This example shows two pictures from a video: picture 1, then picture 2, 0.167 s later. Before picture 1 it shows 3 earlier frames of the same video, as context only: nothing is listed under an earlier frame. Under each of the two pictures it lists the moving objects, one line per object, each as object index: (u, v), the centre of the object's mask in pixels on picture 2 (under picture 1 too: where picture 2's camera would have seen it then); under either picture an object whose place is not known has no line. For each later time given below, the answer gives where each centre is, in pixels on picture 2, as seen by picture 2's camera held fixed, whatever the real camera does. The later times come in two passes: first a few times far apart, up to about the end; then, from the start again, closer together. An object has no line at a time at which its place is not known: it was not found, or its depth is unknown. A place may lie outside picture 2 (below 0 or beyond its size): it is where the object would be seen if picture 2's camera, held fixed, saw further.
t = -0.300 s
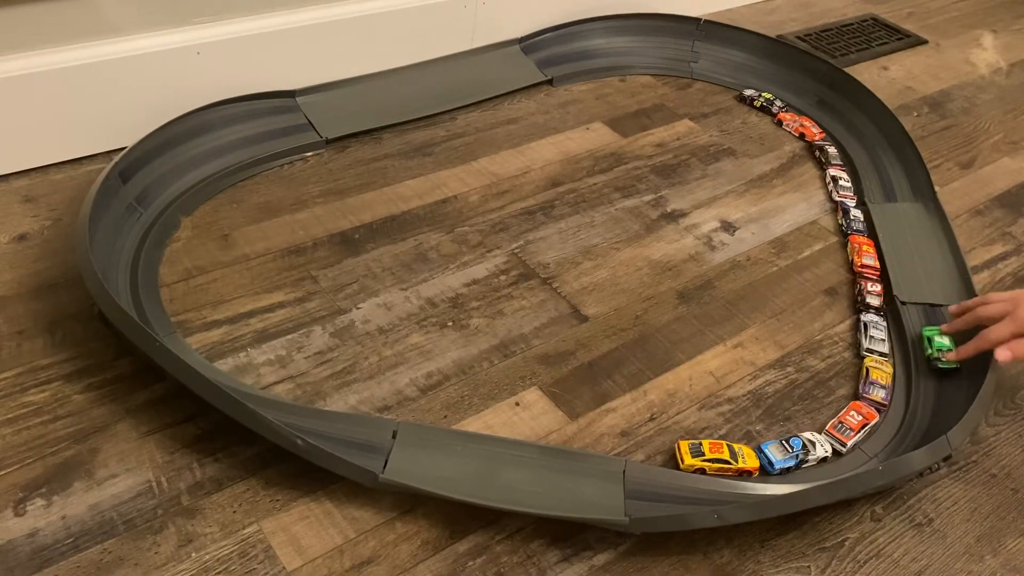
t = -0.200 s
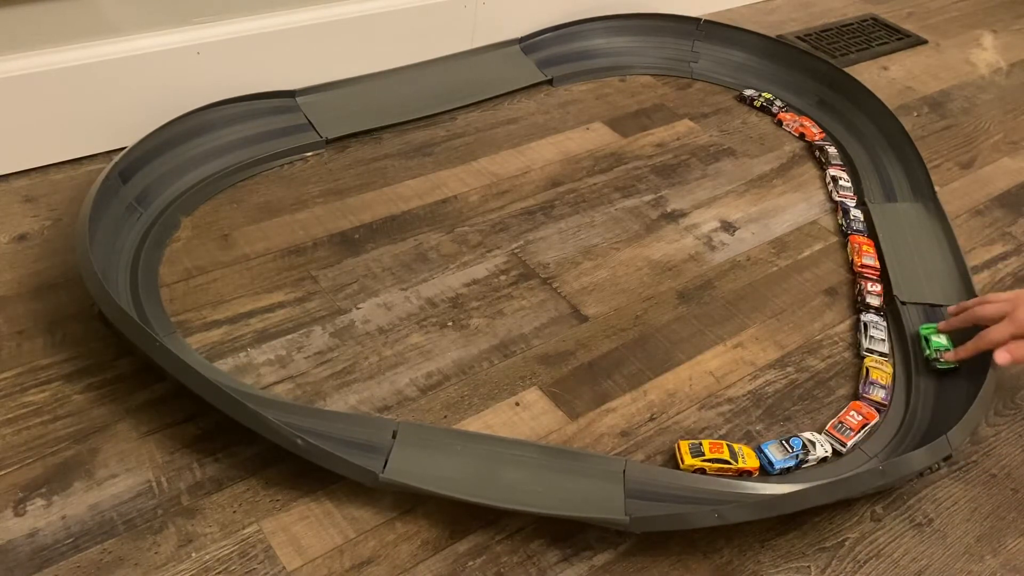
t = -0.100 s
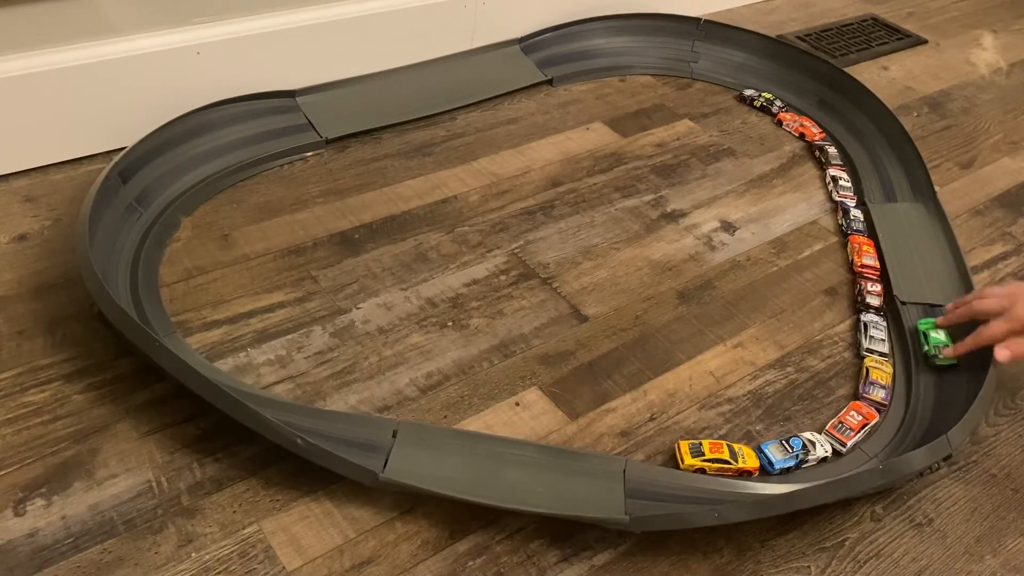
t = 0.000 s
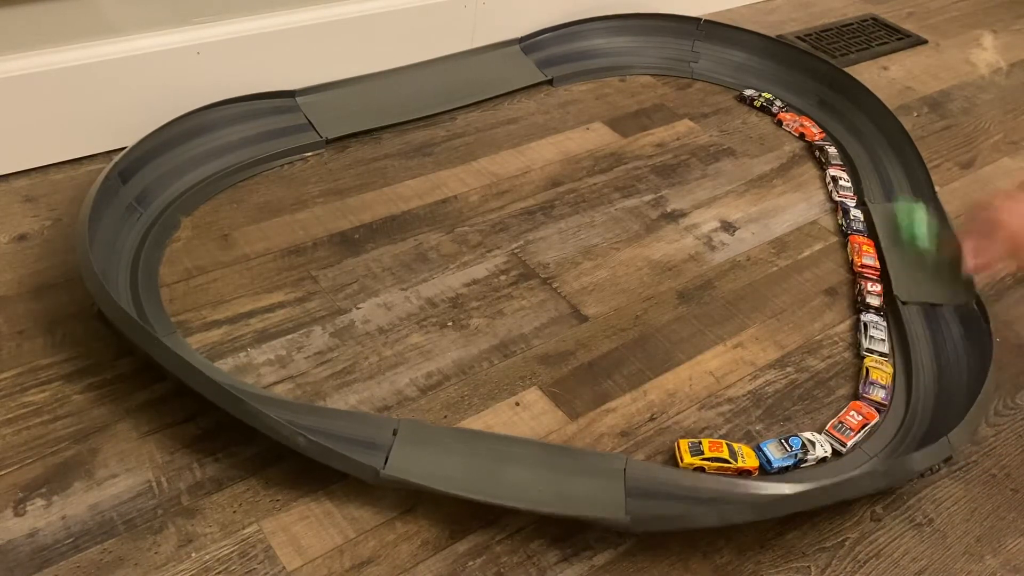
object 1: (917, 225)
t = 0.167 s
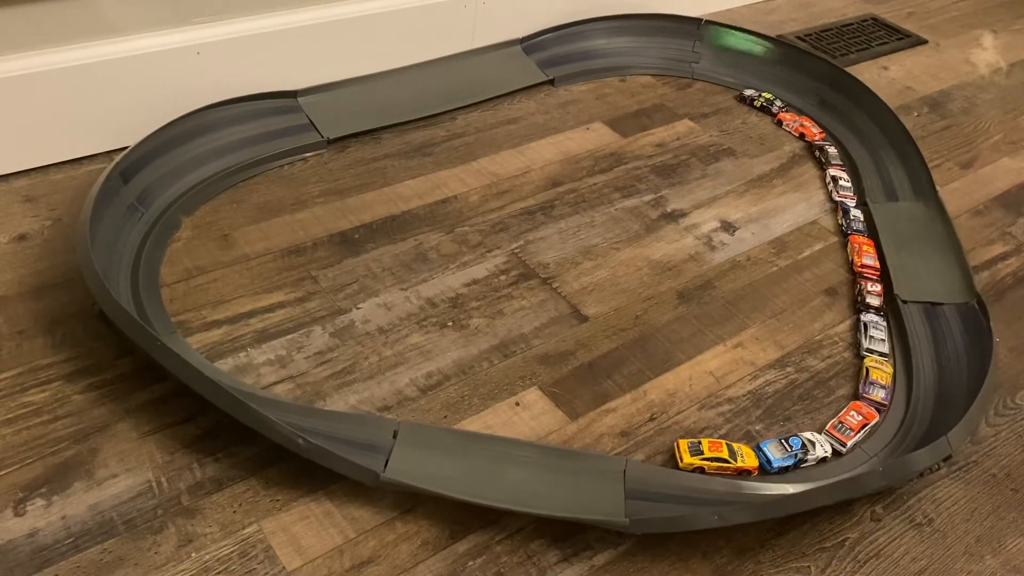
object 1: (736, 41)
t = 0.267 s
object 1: (577, 33)
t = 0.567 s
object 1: (178, 176)
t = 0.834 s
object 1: (305, 422)
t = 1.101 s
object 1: (654, 498)
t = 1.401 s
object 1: (857, 463)
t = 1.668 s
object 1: (909, 395)
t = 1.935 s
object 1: (904, 376)
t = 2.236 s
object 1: (904, 376)
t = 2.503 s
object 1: (904, 376)
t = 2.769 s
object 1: (904, 376)
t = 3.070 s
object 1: (904, 376)
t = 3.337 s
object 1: (904, 376)
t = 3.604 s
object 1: (904, 376)
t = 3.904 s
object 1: (904, 376)
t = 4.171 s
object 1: (904, 376)
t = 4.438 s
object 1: (904, 376)
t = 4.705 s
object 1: (904, 376)
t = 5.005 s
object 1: (904, 376)
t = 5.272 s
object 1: (904, 376)
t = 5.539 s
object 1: (904, 376)
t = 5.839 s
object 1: (904, 376)
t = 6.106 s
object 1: (904, 376)
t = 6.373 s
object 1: (904, 376)
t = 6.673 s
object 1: (904, 376)
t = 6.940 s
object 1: (904, 376)
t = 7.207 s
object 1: (904, 376)
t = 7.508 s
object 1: (904, 376)
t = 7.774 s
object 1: (904, 376)
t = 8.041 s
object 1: (904, 376)
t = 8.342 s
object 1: (904, 376)
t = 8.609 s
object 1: (904, 376)
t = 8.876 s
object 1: (904, 376)
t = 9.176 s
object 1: (904, 376)
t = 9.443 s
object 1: (904, 376)
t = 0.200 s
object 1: (681, 30)
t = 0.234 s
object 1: (630, 28)
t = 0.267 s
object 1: (577, 33)
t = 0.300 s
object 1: (532, 46)
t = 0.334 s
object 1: (492, 57)
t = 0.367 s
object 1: (451, 72)
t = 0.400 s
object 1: (410, 89)
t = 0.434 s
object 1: (369, 107)
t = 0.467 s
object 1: (325, 123)
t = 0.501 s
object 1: (278, 135)
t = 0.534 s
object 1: (225, 151)
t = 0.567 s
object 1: (178, 176)
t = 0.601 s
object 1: (146, 204)
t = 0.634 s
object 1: (126, 239)
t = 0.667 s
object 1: (120, 273)
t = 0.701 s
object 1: (130, 299)
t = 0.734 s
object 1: (159, 332)
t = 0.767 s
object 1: (200, 363)
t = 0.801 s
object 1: (257, 399)
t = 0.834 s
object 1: (305, 422)
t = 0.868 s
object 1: (354, 440)
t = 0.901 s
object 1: (407, 455)
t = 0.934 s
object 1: (454, 464)
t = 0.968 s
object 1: (500, 473)
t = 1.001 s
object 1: (544, 485)
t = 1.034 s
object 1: (584, 492)
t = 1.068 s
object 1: (622, 497)
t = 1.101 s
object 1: (654, 498)
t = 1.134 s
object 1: (688, 497)
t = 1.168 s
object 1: (714, 495)
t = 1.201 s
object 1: (739, 493)
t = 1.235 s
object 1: (763, 489)
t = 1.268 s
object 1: (784, 485)
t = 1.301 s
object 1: (799, 480)
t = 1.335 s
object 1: (816, 477)
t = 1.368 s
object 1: (840, 470)
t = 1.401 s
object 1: (857, 463)
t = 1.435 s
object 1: (870, 456)
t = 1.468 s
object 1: (880, 448)
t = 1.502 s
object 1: (890, 440)
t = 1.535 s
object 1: (897, 430)
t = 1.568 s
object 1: (903, 420)
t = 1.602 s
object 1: (908, 410)
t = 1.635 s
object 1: (910, 402)
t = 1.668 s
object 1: (909, 395)
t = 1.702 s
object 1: (908, 389)
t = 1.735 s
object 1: (907, 384)
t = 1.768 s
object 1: (906, 380)
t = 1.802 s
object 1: (905, 378)
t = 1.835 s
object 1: (904, 377)
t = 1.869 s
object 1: (904, 376)
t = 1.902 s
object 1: (904, 376)
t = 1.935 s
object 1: (904, 376)
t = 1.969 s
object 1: (904, 376)
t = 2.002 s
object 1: (904, 376)
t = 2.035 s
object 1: (904, 376)
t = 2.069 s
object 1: (904, 376)
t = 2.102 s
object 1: (904, 376)
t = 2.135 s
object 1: (904, 376)
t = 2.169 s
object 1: (904, 376)
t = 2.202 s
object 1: (904, 376)
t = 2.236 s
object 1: (904, 376)
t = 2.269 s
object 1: (904, 376)
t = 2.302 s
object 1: (904, 376)
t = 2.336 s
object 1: (904, 376)
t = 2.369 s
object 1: (904, 376)
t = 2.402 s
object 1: (904, 376)
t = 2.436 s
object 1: (904, 376)
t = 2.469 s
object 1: (904, 376)
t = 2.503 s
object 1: (904, 376)
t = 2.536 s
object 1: (904, 376)
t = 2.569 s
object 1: (904, 376)
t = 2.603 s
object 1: (904, 376)
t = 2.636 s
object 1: (904, 376)
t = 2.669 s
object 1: (904, 376)
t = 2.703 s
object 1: (904, 376)
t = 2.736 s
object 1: (904, 376)
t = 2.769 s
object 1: (904, 376)
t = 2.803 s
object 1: (904, 376)
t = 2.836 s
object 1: (904, 376)
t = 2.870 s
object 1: (904, 376)
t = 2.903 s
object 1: (904, 376)
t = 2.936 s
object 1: (904, 376)
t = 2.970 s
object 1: (904, 376)
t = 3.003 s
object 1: (904, 376)
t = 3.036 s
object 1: (904, 376)
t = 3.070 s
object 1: (904, 376)
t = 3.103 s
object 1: (904, 376)
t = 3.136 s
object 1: (904, 376)
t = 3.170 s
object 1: (904, 376)
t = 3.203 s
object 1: (904, 376)
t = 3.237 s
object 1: (904, 376)
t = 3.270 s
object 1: (904, 376)
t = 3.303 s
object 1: (904, 376)
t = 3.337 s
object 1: (904, 376)
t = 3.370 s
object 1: (904, 376)
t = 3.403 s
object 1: (904, 376)
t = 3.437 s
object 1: (904, 376)
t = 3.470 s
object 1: (904, 376)
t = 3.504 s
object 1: (904, 376)
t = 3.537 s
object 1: (904, 376)
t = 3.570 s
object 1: (904, 376)
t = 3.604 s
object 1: (904, 376)
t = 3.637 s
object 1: (904, 376)
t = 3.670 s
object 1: (904, 376)
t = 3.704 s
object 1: (904, 376)
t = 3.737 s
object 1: (904, 376)
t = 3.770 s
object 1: (904, 376)
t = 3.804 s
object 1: (904, 376)
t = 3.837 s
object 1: (904, 376)
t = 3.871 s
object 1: (904, 376)
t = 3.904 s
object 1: (904, 376)
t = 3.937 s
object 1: (904, 376)
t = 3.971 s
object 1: (904, 376)
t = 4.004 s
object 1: (904, 376)
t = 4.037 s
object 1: (904, 376)
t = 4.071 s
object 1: (904, 376)
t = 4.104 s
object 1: (904, 376)
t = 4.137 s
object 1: (904, 376)
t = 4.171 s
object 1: (904, 376)
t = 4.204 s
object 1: (904, 376)
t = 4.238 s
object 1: (904, 376)
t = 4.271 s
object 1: (904, 376)
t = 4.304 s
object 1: (904, 376)
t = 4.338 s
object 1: (904, 376)
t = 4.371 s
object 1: (904, 376)
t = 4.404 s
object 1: (904, 376)
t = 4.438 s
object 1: (904, 376)
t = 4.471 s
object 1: (904, 376)
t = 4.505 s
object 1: (904, 376)
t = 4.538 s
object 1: (904, 376)
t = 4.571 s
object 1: (904, 376)
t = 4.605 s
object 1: (904, 376)
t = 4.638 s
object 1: (904, 376)
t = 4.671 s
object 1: (904, 376)
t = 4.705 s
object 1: (904, 376)
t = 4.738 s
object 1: (904, 376)
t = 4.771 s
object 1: (904, 376)
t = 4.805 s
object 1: (904, 376)
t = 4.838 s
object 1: (904, 376)
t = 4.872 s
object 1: (904, 376)
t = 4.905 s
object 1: (904, 376)
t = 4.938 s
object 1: (904, 376)
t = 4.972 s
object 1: (904, 376)
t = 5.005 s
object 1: (904, 376)
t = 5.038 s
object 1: (904, 376)
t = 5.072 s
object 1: (904, 376)
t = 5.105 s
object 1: (904, 376)
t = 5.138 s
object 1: (904, 376)
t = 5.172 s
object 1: (904, 376)
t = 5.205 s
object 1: (904, 376)
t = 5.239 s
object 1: (904, 376)
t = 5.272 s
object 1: (904, 376)
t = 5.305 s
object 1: (904, 376)
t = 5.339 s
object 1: (904, 376)
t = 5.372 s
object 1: (904, 376)
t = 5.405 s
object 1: (904, 376)
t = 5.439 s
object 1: (904, 376)
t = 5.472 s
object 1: (904, 376)
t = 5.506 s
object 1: (904, 376)
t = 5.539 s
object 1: (904, 376)
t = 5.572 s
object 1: (904, 376)
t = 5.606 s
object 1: (904, 376)
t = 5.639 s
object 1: (904, 376)
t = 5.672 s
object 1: (904, 376)
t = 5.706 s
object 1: (904, 376)
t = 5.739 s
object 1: (904, 376)
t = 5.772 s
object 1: (904, 376)
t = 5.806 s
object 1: (904, 376)
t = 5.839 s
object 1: (904, 376)
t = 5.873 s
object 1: (904, 376)
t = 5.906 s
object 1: (904, 376)
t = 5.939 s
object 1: (904, 376)
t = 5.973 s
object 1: (904, 376)
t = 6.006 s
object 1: (904, 376)
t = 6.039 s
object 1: (904, 376)
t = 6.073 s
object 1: (904, 376)
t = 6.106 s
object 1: (904, 376)
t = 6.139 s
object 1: (904, 376)
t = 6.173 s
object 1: (904, 376)
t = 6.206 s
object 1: (904, 376)
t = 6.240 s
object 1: (904, 376)
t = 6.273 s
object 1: (904, 376)
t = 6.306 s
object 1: (904, 376)
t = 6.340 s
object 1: (904, 376)
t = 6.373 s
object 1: (904, 376)
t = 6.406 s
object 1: (904, 376)
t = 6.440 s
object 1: (904, 376)
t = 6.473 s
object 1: (904, 376)
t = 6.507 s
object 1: (904, 376)
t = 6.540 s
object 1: (904, 376)
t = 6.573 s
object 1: (904, 376)
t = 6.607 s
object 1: (904, 376)
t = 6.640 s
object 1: (904, 376)
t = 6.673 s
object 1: (904, 376)
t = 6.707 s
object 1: (904, 376)
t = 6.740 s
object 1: (904, 376)
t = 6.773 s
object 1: (904, 376)
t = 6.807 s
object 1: (904, 376)
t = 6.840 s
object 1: (904, 376)
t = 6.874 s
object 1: (904, 376)
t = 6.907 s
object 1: (904, 376)
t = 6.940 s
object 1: (904, 376)
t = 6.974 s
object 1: (904, 376)
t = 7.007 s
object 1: (904, 376)
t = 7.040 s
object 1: (904, 376)
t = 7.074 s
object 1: (904, 376)
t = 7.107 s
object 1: (904, 376)
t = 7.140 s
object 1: (904, 376)
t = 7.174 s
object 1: (904, 376)
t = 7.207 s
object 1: (904, 376)
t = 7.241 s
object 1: (904, 376)
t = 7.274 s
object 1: (904, 376)
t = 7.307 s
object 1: (904, 376)
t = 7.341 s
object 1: (904, 376)
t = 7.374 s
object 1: (904, 376)
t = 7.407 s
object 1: (904, 376)
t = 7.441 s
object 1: (904, 376)
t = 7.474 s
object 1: (904, 376)
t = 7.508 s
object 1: (904, 376)
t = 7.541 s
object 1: (904, 376)
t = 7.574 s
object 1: (904, 376)
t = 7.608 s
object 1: (904, 376)
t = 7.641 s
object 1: (904, 376)
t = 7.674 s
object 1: (904, 376)
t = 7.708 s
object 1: (904, 376)
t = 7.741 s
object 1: (904, 376)
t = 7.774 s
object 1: (904, 376)
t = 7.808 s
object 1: (904, 376)
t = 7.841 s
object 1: (904, 376)
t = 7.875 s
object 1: (904, 376)
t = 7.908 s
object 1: (904, 376)
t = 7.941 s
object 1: (904, 376)
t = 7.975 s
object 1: (904, 376)
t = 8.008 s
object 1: (904, 376)
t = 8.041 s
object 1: (904, 376)
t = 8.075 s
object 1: (904, 376)
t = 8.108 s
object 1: (904, 376)
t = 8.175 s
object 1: (904, 376)
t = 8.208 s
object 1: (904, 376)
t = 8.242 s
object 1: (904, 376)
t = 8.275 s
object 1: (904, 376)
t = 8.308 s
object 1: (904, 376)
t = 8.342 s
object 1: (904, 376)
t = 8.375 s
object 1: (904, 376)
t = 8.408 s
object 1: (904, 376)
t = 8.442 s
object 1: (904, 376)
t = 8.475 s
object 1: (904, 376)
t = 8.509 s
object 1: (904, 376)
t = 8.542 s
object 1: (904, 376)
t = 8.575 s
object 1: (904, 376)
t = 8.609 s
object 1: (904, 376)
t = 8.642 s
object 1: (904, 376)
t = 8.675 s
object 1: (904, 376)
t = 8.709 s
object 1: (904, 376)
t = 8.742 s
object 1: (904, 376)
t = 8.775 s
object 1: (904, 376)
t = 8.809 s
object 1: (904, 376)
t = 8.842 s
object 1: (904, 376)
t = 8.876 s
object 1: (904, 376)
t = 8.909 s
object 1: (904, 376)
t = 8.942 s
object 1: (904, 376)
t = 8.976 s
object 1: (904, 376)
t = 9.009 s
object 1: (904, 376)
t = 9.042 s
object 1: (904, 376)
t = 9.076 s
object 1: (904, 376)
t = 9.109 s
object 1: (904, 376)
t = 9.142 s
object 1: (904, 376)
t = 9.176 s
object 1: (904, 376)
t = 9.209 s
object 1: (904, 376)
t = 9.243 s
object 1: (904, 376)
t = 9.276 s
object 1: (904, 376)
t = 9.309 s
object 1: (904, 376)
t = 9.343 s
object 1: (904, 376)
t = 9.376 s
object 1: (904, 376)
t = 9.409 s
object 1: (904, 376)
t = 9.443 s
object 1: (904, 376)
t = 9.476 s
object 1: (904, 376)
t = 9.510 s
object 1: (904, 376)
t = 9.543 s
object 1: (904, 376)
